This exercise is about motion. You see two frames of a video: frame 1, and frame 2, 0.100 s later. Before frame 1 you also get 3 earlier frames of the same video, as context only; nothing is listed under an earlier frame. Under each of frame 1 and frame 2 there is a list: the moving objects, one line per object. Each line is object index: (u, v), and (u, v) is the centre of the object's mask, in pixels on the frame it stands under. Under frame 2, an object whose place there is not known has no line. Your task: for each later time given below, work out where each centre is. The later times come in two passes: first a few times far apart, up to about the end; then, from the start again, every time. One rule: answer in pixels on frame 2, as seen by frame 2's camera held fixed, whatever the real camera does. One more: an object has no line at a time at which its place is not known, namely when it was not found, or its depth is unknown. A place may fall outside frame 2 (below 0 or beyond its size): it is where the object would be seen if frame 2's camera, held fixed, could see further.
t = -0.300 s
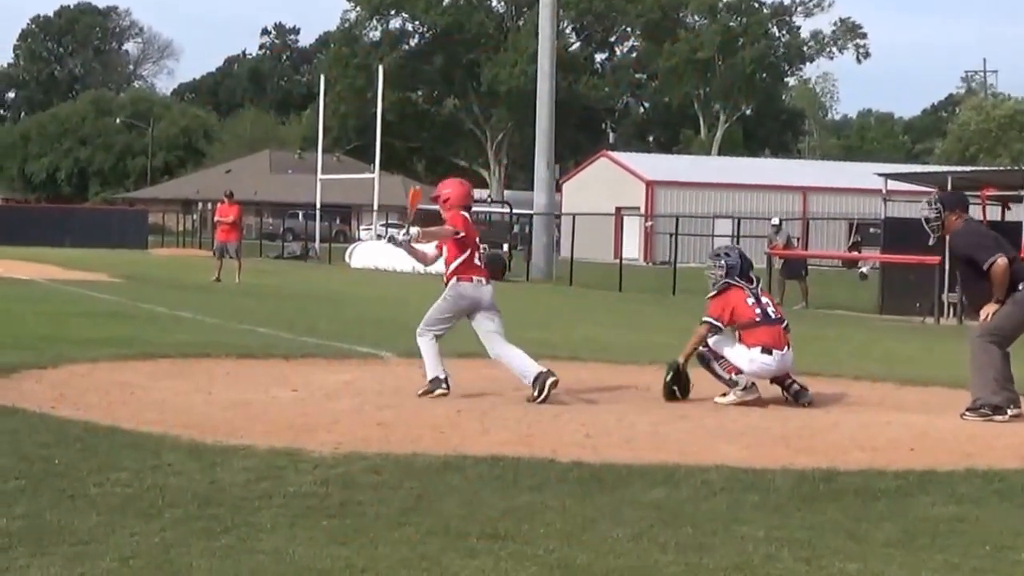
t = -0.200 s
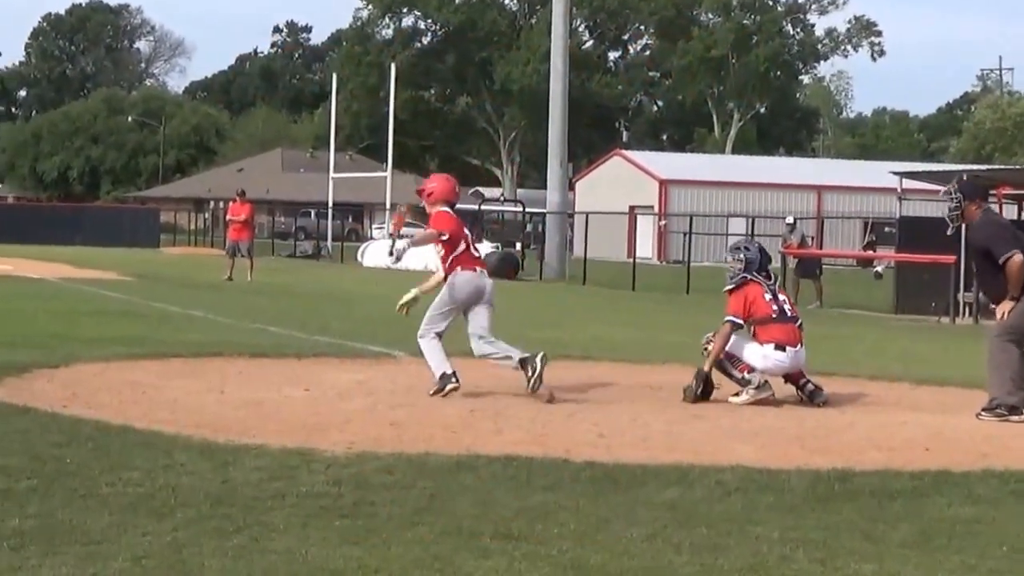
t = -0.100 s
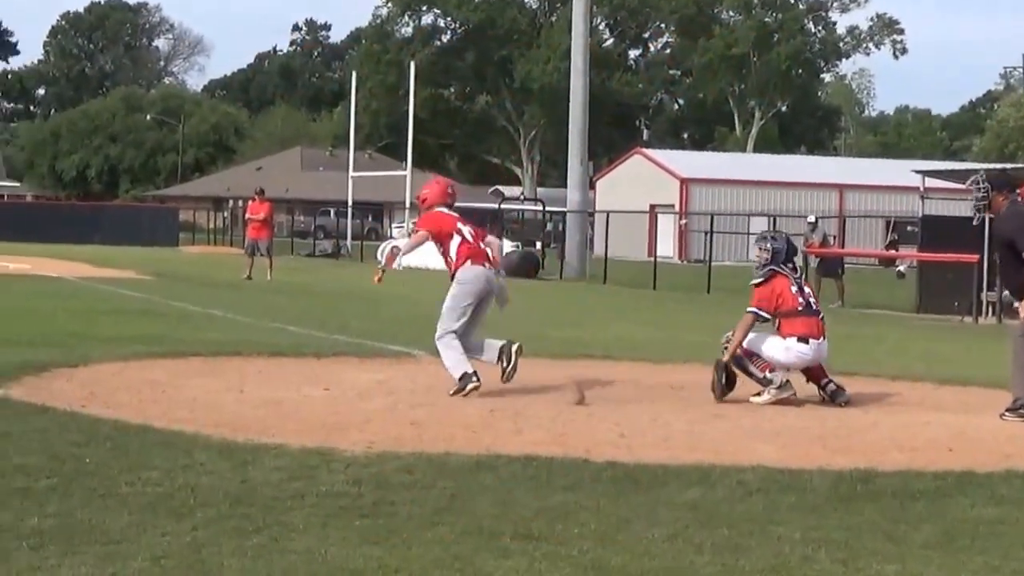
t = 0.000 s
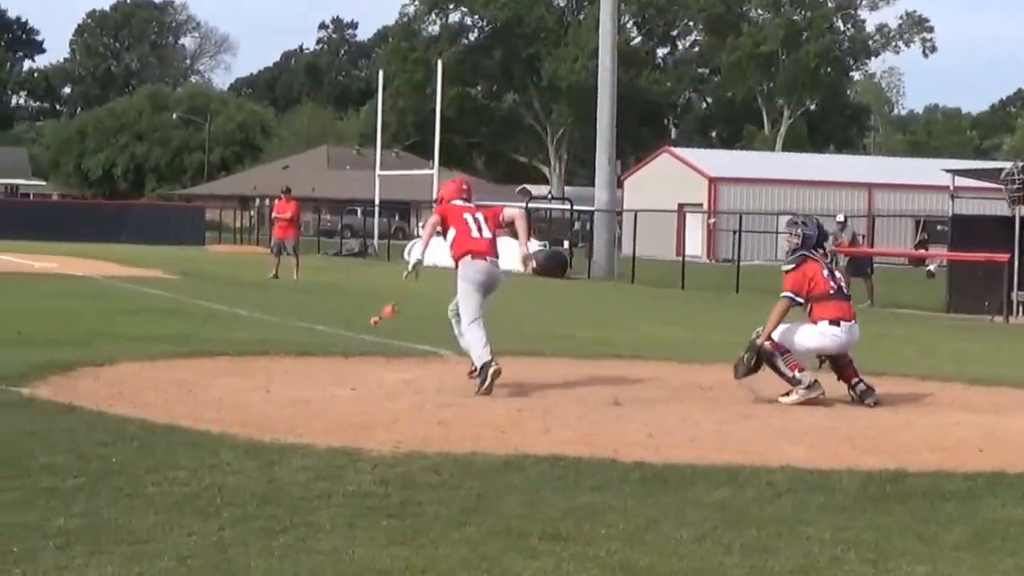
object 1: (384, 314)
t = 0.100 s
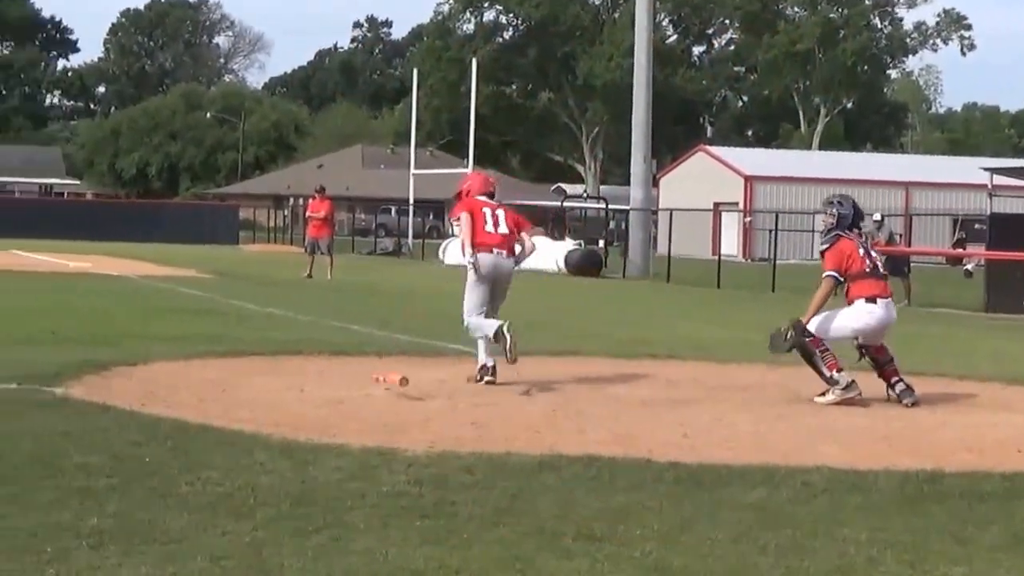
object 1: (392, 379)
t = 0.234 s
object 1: (371, 376)
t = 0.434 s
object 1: (344, 383)
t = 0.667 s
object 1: (317, 391)
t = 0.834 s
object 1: (301, 391)
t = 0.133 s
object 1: (385, 389)
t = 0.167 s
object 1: (382, 384)
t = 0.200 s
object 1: (377, 381)
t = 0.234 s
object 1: (371, 376)
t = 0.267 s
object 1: (366, 374)
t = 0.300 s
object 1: (361, 373)
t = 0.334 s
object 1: (356, 373)
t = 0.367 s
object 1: (352, 375)
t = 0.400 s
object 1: (347, 376)
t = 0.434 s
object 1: (344, 383)
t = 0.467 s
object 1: (340, 388)
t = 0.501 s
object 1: (336, 390)
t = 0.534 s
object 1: (332, 389)
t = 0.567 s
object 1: (328, 389)
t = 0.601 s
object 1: (325, 389)
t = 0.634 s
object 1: (320, 390)
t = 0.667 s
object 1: (317, 391)
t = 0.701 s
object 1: (314, 391)
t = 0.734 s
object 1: (311, 391)
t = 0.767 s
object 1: (307, 391)
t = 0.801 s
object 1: (304, 391)
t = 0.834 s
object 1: (301, 391)
